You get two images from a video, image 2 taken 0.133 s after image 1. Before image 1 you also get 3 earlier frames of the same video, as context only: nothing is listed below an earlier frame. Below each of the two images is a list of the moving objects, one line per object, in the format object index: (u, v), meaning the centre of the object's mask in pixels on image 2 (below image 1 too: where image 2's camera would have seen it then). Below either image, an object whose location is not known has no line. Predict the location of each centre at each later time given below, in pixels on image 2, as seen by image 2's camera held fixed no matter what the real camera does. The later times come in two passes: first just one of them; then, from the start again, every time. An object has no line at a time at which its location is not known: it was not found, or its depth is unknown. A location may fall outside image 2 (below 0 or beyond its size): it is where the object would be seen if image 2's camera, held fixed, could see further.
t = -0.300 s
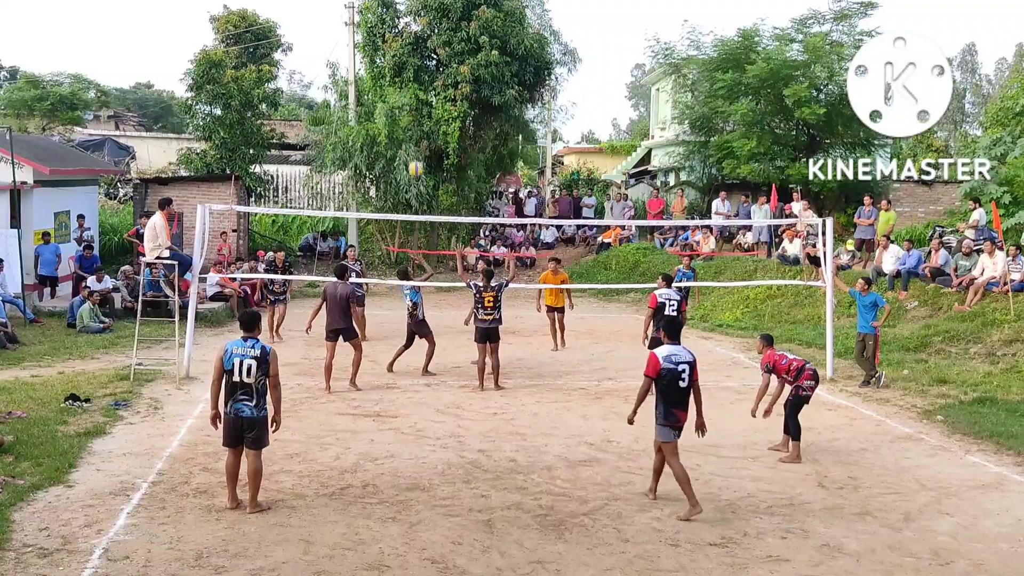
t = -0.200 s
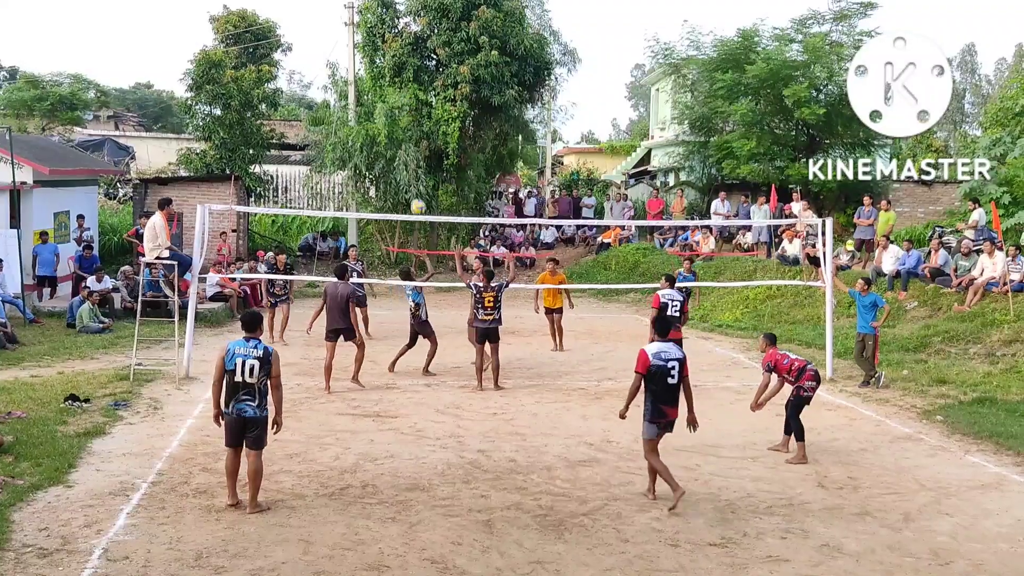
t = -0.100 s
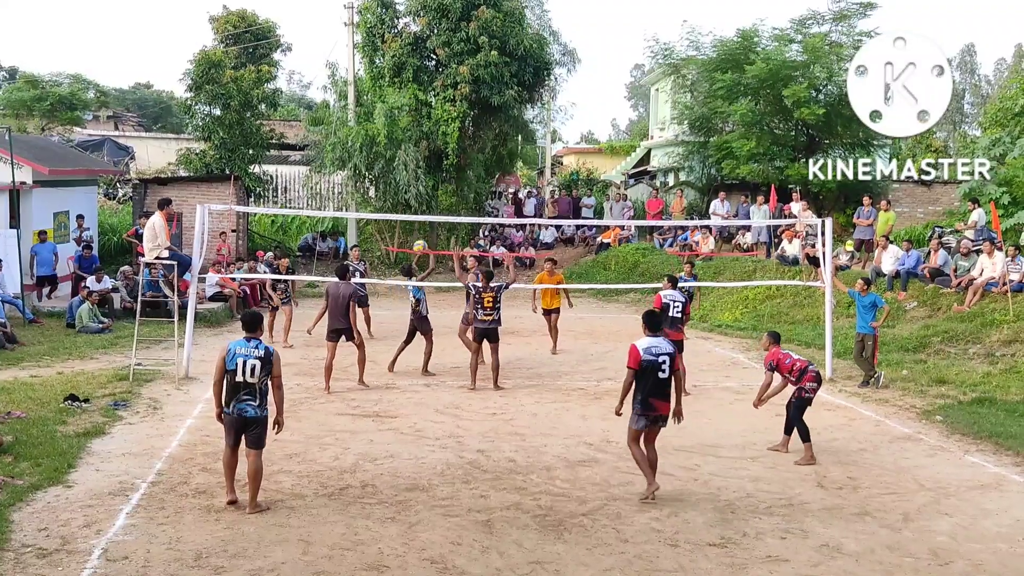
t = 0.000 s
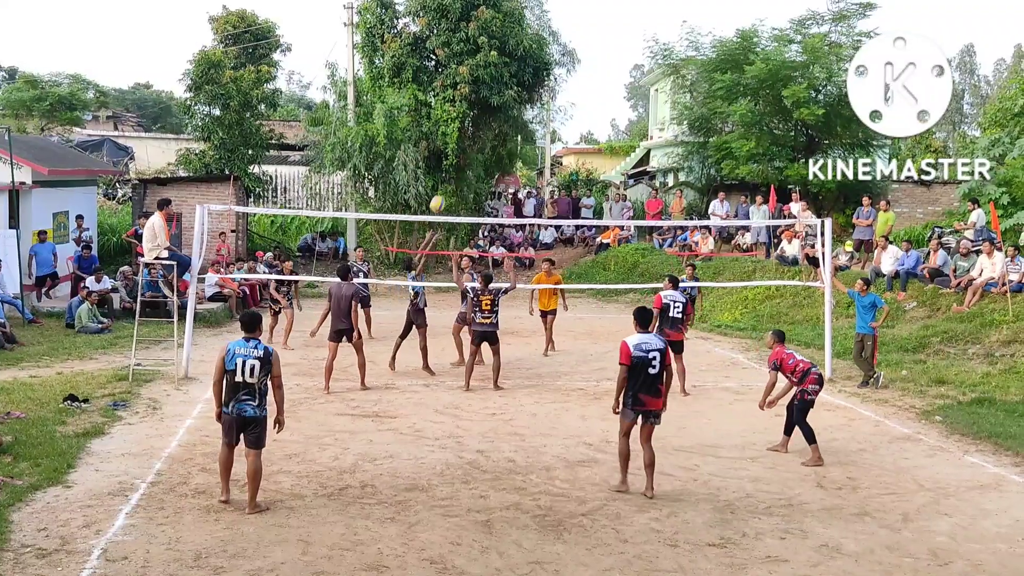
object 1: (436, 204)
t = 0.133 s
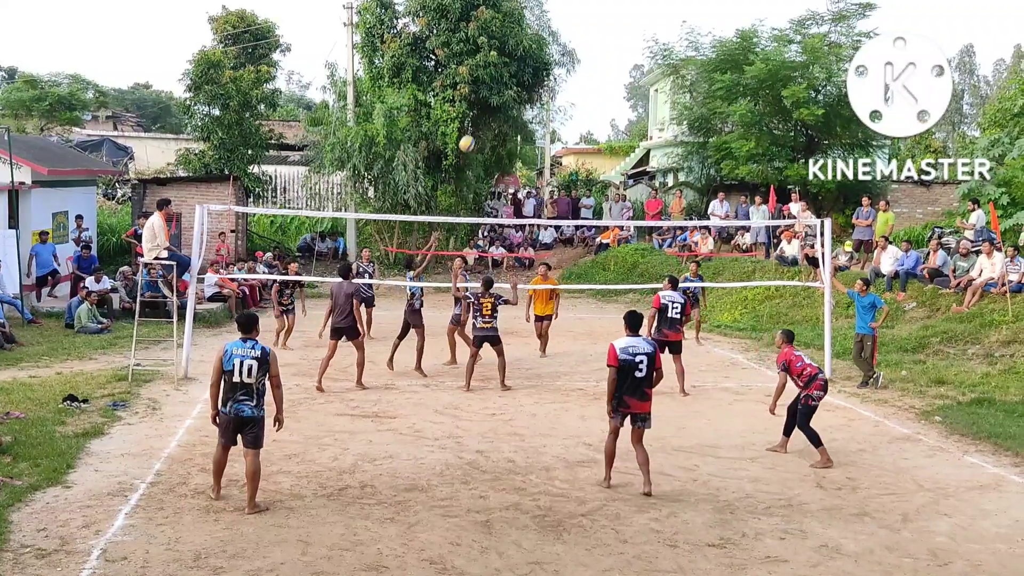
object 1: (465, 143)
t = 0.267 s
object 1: (494, 95)
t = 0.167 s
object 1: (472, 130)
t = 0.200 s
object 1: (480, 117)
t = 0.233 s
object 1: (487, 106)
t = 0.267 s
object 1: (494, 95)
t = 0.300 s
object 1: (501, 85)
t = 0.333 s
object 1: (508, 76)
